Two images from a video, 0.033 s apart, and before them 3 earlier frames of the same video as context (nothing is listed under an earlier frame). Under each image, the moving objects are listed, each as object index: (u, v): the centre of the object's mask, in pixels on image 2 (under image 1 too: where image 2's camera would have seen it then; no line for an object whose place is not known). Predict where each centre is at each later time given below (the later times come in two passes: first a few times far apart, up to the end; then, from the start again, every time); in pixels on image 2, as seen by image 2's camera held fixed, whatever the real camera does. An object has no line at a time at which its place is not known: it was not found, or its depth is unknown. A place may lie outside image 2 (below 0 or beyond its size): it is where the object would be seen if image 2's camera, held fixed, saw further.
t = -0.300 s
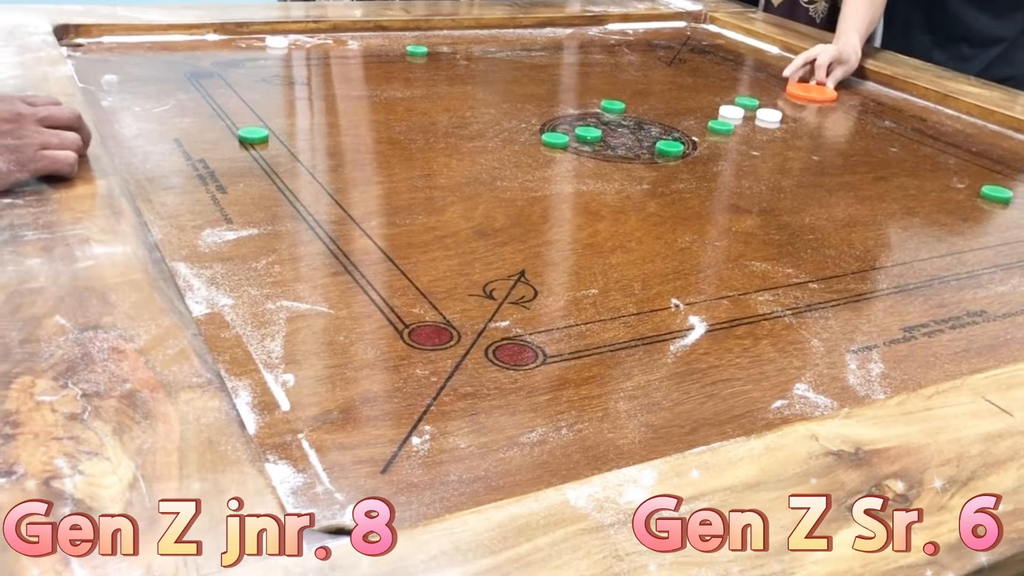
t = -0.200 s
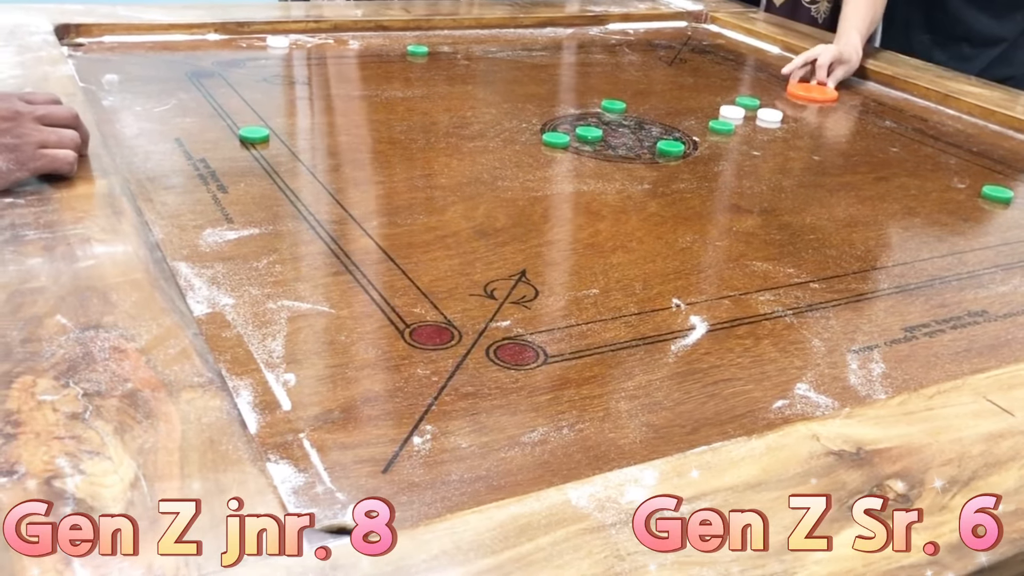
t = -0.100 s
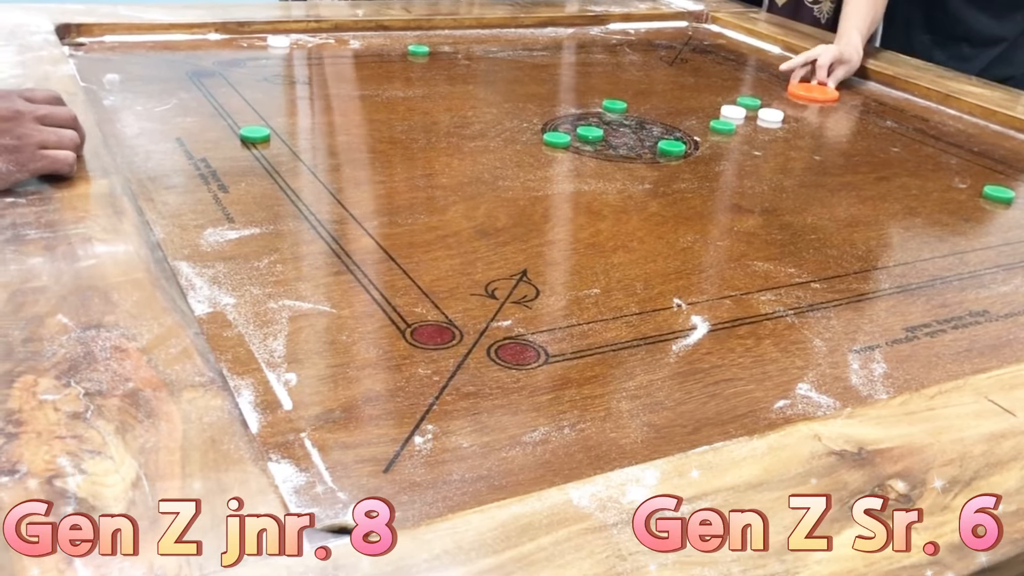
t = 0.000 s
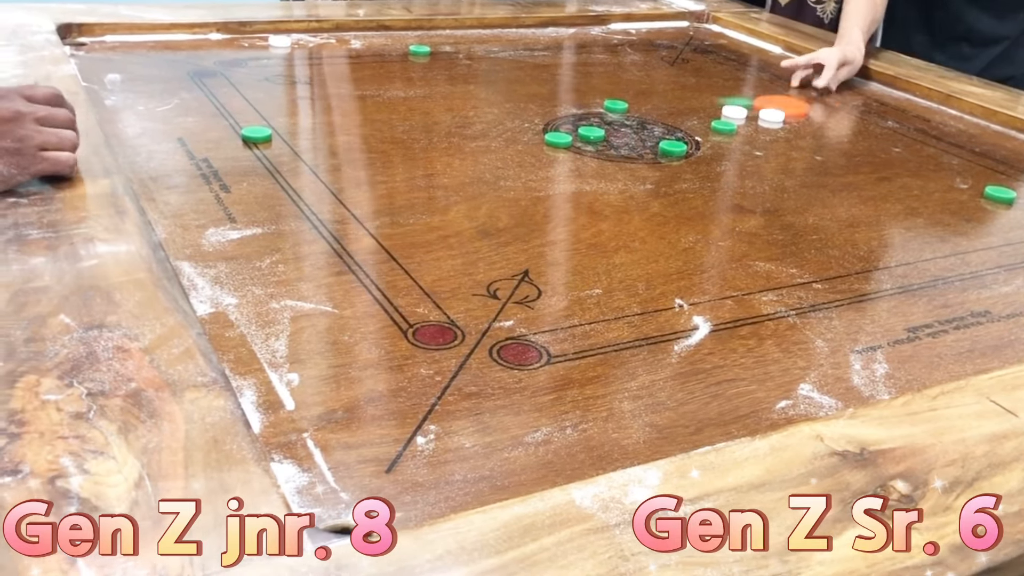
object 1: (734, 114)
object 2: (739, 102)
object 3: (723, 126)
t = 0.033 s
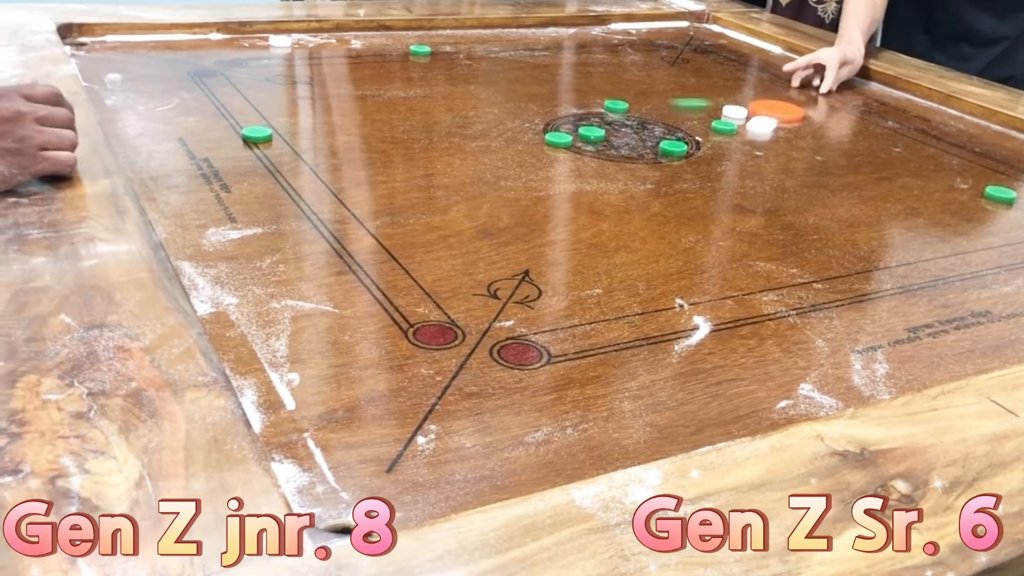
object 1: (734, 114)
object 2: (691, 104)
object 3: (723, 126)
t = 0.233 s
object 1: (646, 115)
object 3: (713, 126)
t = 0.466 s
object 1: (569, 116)
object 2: (170, 119)
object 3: (686, 126)
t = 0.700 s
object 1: (535, 116)
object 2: (361, 94)
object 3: (686, 126)
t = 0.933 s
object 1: (533, 116)
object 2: (474, 81)
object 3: (686, 126)
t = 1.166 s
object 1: (533, 116)
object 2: (533, 73)
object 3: (686, 126)
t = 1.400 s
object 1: (533, 116)
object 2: (557, 69)
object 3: (686, 126)
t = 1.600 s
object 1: (533, 116)
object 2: (560, 69)
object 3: (686, 126)
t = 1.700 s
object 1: (533, 116)
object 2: (560, 69)
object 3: (686, 126)
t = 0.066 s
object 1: (728, 113)
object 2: (646, 104)
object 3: (724, 125)
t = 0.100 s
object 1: (709, 114)
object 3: (725, 126)
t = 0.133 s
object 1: (693, 115)
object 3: (724, 125)
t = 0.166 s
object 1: (676, 114)
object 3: (724, 126)
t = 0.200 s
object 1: (661, 114)
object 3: (721, 125)
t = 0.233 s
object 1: (646, 115)
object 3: (713, 126)
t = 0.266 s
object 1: (633, 115)
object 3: (706, 125)
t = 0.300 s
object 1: (620, 115)
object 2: (295, 117)
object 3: (700, 125)
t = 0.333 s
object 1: (607, 115)
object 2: (244, 120)
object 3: (695, 126)
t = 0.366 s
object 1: (597, 115)
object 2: (194, 122)
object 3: (691, 126)
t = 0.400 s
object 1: (586, 115)
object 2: (141, 124)
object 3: (688, 126)
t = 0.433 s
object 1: (577, 115)
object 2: (133, 123)
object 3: (687, 126)
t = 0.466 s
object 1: (569, 116)
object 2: (170, 119)
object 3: (686, 126)
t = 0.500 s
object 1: (562, 116)
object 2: (203, 114)
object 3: (686, 126)
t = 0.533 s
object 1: (556, 116)
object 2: (234, 110)
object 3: (686, 126)
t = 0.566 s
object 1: (550, 116)
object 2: (263, 107)
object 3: (686, 126)
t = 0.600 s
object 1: (545, 116)
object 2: (290, 103)
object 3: (686, 126)
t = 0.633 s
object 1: (541, 116)
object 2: (316, 100)
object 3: (686, 126)
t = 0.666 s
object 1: (537, 116)
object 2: (339, 97)
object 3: (686, 126)
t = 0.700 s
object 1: (535, 116)
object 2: (361, 94)
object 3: (686, 126)
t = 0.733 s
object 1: (533, 116)
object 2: (383, 92)
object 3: (686, 126)
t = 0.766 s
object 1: (533, 116)
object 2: (401, 90)
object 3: (686, 126)
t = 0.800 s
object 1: (533, 116)
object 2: (418, 88)
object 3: (686, 126)
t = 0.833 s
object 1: (533, 116)
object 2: (434, 86)
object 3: (686, 126)
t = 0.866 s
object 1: (533, 116)
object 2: (449, 84)
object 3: (686, 126)
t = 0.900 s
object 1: (533, 116)
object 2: (462, 82)
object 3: (686, 126)
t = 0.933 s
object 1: (533, 116)
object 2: (474, 81)
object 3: (686, 126)
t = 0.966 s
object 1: (533, 116)
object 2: (485, 80)
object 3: (686, 126)
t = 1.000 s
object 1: (533, 116)
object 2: (495, 78)
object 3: (686, 126)
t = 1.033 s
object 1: (533, 116)
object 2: (504, 77)
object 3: (686, 126)
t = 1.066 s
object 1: (533, 116)
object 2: (513, 76)
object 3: (686, 126)
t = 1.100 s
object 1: (533, 116)
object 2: (520, 75)
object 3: (686, 126)
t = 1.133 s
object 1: (533, 116)
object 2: (527, 74)
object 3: (686, 126)
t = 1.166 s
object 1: (533, 116)
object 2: (533, 73)
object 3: (686, 126)
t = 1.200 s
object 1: (533, 116)
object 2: (538, 72)
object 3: (686, 126)
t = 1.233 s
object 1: (533, 116)
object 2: (543, 72)
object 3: (686, 126)
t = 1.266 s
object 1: (533, 116)
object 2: (547, 71)
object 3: (686, 126)
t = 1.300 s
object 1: (533, 116)
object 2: (550, 71)
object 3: (686, 126)
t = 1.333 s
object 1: (533, 116)
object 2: (553, 70)
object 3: (686, 126)
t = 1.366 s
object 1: (533, 116)
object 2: (555, 70)
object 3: (686, 126)
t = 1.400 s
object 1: (533, 116)
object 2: (557, 69)
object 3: (686, 126)
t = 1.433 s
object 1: (533, 116)
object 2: (559, 69)
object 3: (686, 126)
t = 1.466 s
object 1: (533, 116)
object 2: (560, 69)
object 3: (686, 126)
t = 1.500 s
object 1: (533, 116)
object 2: (560, 69)
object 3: (686, 126)
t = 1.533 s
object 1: (533, 116)
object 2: (560, 69)
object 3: (686, 126)
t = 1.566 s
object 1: (533, 116)
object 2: (560, 69)
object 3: (686, 126)
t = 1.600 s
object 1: (533, 116)
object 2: (560, 69)
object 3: (686, 126)
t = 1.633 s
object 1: (533, 116)
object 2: (560, 69)
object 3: (686, 126)
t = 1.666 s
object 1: (533, 116)
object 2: (560, 69)
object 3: (686, 126)
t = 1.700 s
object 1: (533, 116)
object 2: (560, 69)
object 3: (686, 126)
